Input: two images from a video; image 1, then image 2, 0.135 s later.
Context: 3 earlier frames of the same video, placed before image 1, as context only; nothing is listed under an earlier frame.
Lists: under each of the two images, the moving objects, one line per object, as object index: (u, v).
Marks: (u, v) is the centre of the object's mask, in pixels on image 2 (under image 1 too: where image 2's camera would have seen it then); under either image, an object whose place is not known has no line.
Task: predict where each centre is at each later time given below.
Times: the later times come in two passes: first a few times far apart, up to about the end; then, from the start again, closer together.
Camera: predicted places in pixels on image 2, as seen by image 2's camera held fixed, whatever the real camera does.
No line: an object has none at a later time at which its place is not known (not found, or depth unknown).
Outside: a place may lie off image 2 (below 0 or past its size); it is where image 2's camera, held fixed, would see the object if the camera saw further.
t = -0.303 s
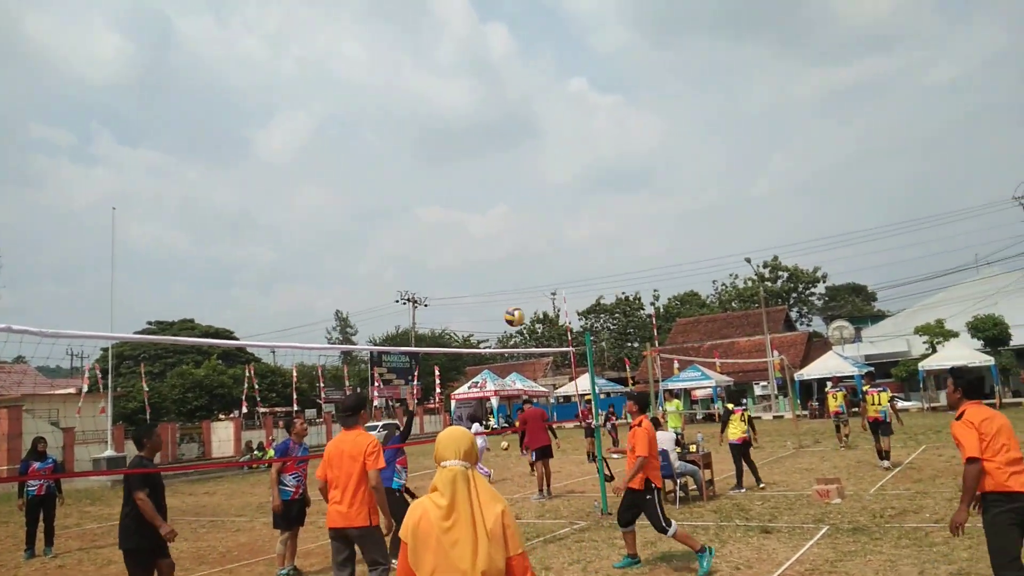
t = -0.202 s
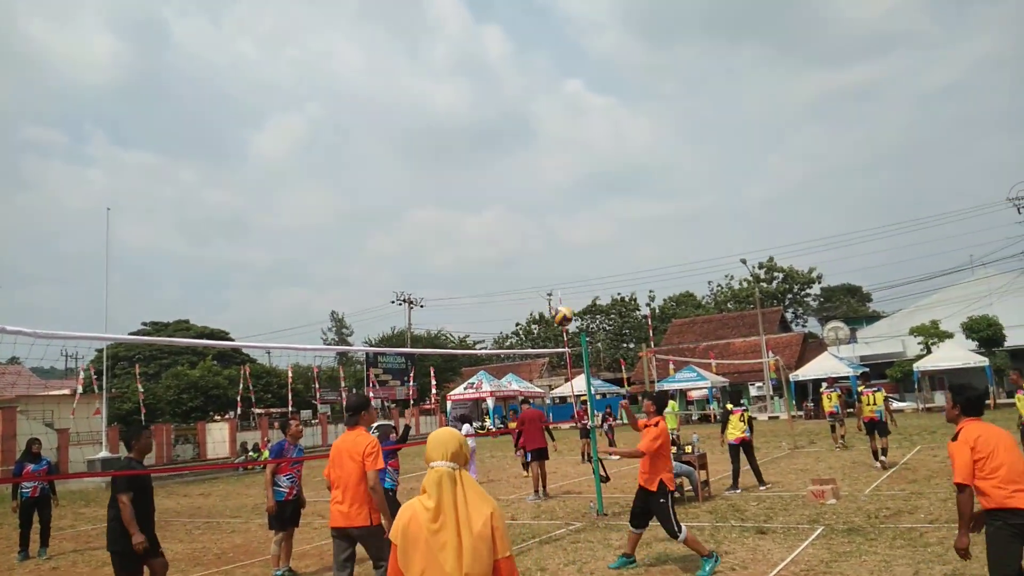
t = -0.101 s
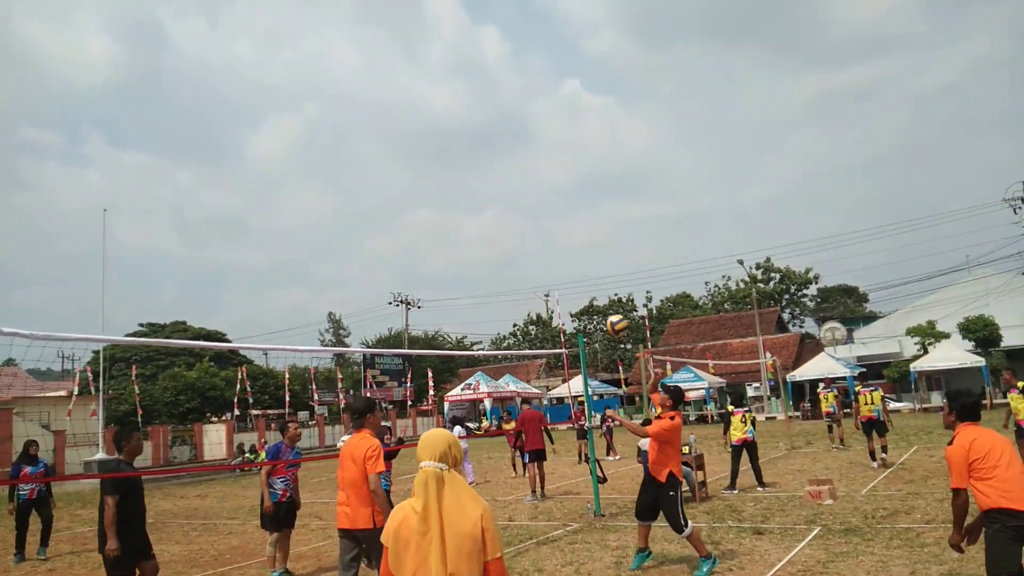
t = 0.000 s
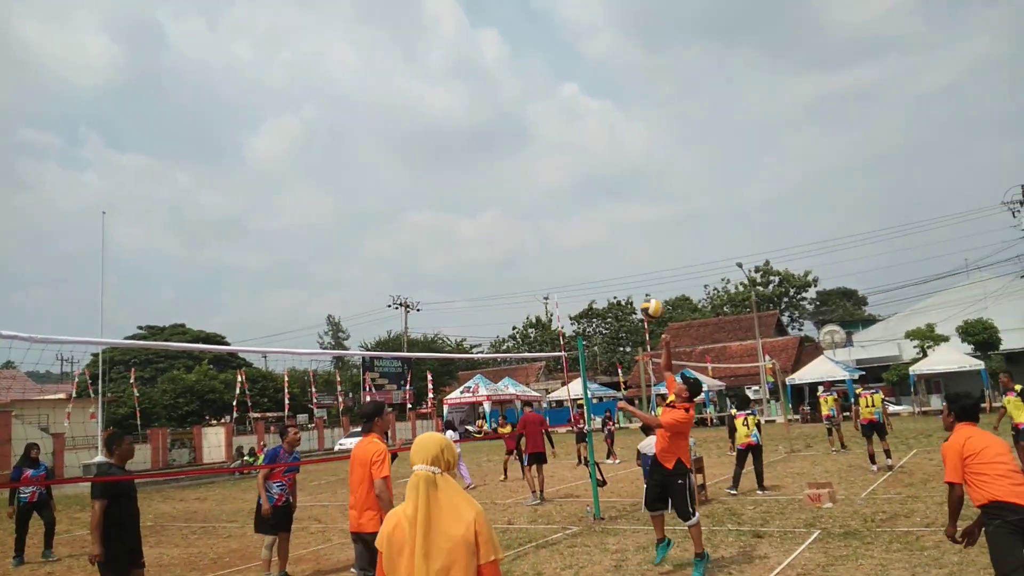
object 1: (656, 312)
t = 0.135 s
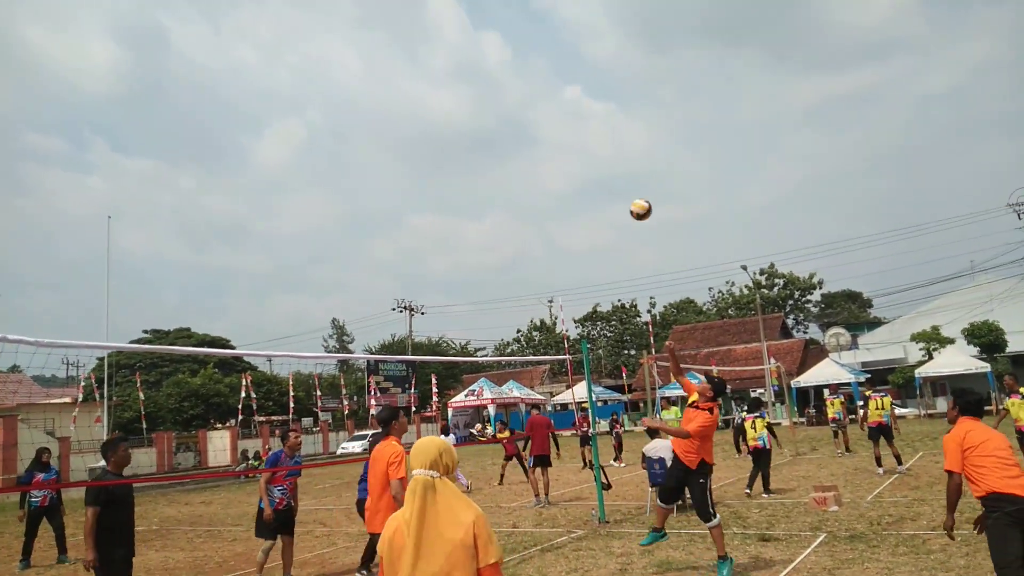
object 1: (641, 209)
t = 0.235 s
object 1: (631, 144)
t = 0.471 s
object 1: (614, 30)
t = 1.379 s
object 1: (614, 94)
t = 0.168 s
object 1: (637, 187)
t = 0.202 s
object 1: (634, 165)
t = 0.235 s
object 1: (631, 144)
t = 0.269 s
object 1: (628, 125)
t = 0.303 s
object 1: (625, 107)
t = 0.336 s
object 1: (622, 89)
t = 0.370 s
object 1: (620, 73)
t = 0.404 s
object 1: (618, 57)
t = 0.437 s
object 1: (616, 43)
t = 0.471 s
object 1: (614, 30)
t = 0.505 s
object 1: (612, 18)
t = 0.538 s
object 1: (611, 6)
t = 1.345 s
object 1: (613, 76)
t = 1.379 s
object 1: (614, 94)
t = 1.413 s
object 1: (617, 115)
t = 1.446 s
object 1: (620, 136)
